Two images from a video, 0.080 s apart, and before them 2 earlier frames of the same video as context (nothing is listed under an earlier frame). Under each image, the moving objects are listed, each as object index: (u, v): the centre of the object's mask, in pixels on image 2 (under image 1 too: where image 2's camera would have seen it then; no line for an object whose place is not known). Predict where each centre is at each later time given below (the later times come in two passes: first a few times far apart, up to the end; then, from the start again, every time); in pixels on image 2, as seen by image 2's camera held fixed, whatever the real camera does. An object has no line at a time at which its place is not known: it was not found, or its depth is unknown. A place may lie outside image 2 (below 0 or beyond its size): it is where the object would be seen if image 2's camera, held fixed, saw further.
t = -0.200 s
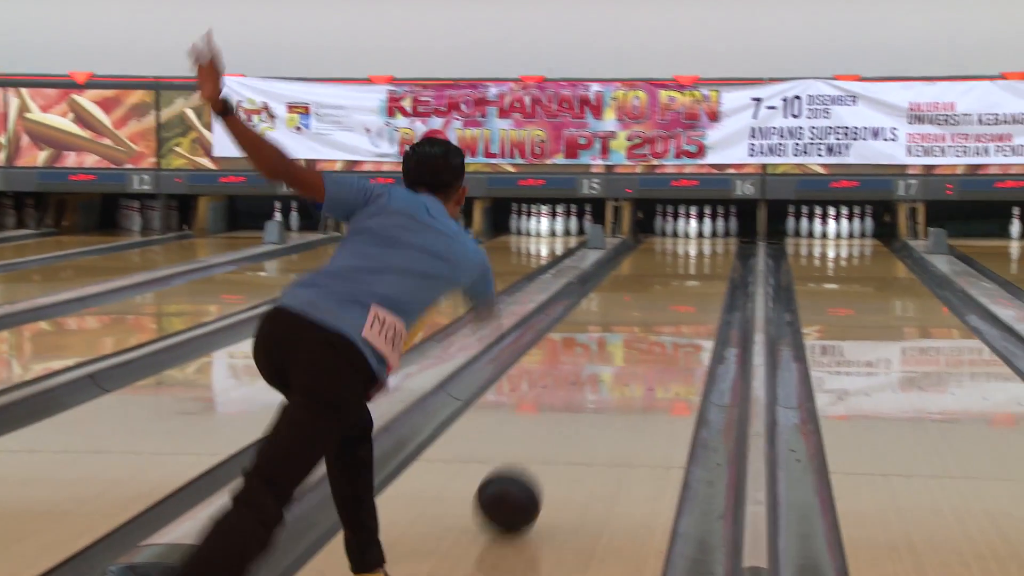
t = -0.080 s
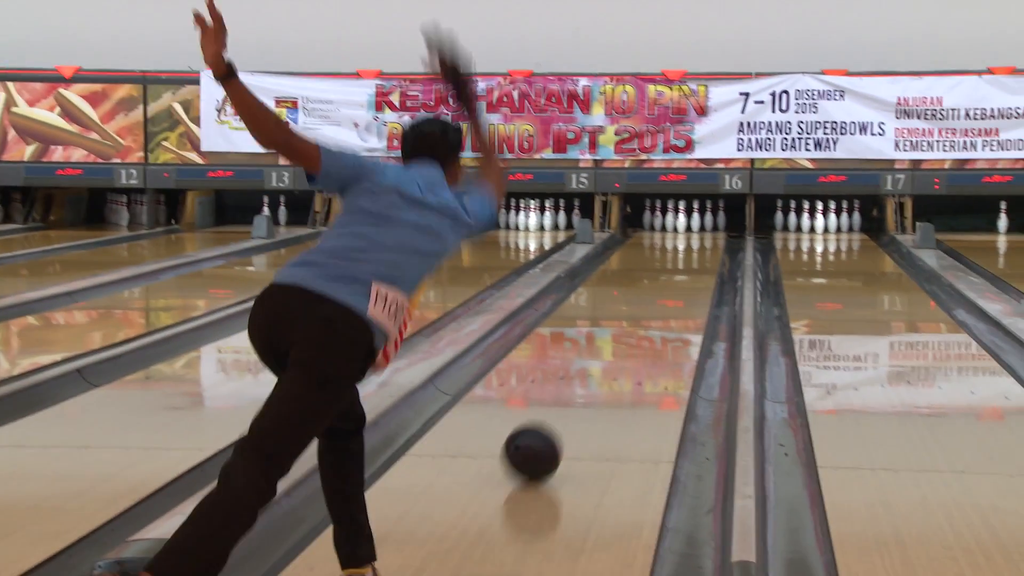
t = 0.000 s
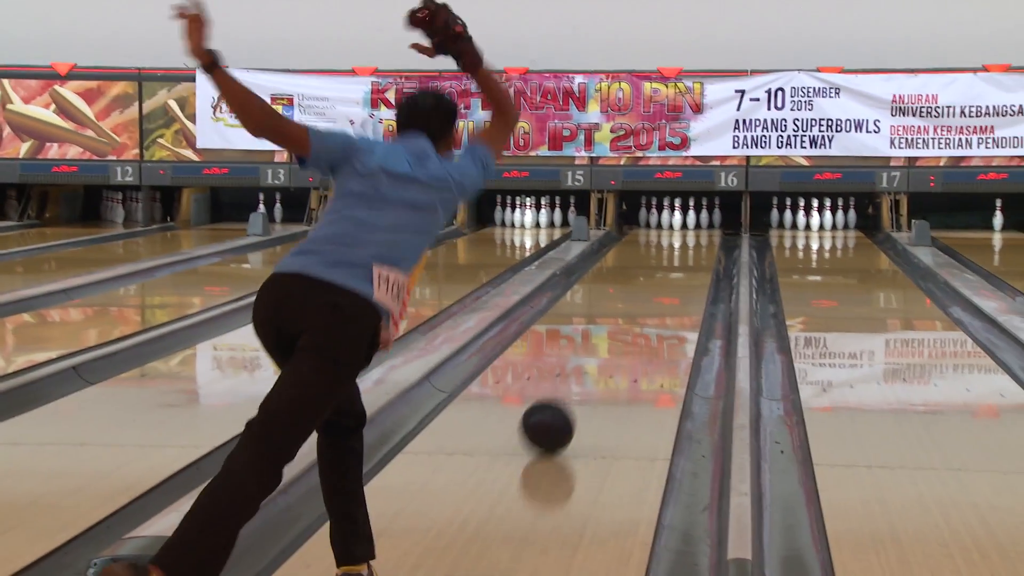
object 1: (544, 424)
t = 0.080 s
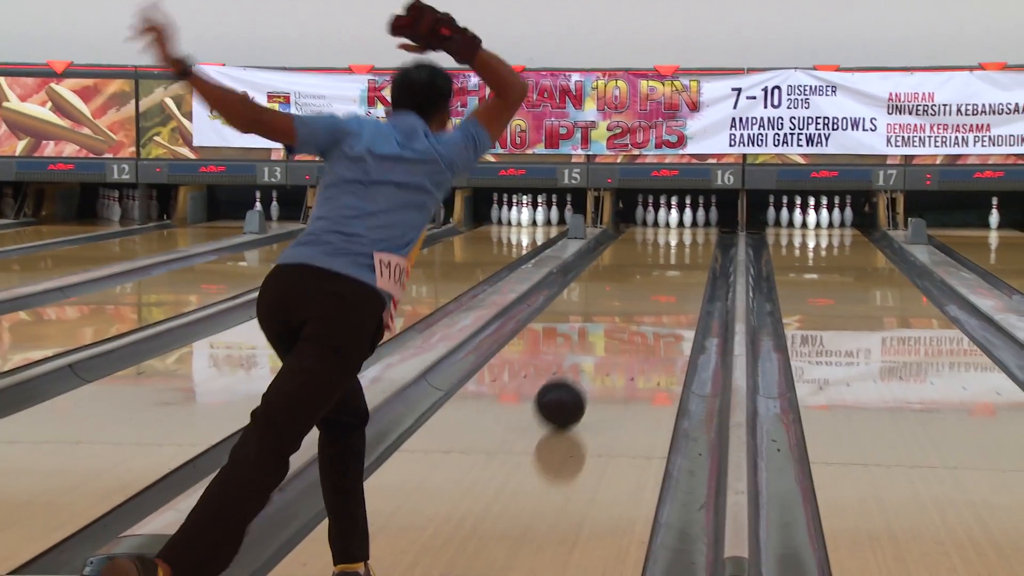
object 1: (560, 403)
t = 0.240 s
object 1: (587, 370)
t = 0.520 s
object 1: (620, 328)
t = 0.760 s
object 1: (640, 302)
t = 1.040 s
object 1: (657, 279)
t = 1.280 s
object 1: (667, 263)
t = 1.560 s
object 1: (675, 248)
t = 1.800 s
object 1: (678, 238)
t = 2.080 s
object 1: (678, 228)
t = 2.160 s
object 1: (677, 226)
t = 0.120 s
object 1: (567, 395)
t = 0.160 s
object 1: (575, 386)
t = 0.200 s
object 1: (581, 378)
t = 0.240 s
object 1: (587, 370)
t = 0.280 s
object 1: (593, 363)
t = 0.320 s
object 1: (598, 356)
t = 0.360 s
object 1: (603, 350)
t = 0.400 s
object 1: (608, 344)
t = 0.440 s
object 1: (612, 338)
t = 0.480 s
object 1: (617, 333)
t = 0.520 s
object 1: (620, 328)
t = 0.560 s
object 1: (624, 323)
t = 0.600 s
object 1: (628, 318)
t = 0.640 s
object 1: (631, 314)
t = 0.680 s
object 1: (634, 310)
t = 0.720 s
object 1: (637, 306)
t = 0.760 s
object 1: (640, 302)
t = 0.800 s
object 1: (643, 299)
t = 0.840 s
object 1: (646, 295)
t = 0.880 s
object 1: (648, 292)
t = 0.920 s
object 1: (651, 288)
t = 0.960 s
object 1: (653, 285)
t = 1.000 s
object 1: (655, 282)
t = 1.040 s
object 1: (657, 279)
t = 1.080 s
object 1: (659, 276)
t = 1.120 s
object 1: (661, 273)
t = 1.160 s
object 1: (663, 270)
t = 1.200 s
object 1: (664, 268)
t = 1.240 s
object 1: (666, 265)
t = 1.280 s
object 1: (667, 263)
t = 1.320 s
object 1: (669, 260)
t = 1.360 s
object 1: (670, 258)
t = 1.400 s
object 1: (671, 256)
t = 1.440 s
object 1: (672, 254)
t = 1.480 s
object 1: (673, 252)
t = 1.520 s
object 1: (674, 250)
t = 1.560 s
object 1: (675, 248)
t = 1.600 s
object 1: (676, 246)
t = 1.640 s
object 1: (676, 245)
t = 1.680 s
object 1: (677, 243)
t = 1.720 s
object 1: (677, 241)
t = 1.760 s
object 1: (678, 240)
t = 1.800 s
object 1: (678, 238)
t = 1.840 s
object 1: (678, 237)
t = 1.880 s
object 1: (678, 235)
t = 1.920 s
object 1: (678, 234)
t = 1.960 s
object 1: (678, 232)
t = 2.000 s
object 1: (678, 231)
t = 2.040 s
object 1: (678, 230)
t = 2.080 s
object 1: (678, 228)
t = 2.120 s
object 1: (677, 227)
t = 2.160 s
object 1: (677, 226)
